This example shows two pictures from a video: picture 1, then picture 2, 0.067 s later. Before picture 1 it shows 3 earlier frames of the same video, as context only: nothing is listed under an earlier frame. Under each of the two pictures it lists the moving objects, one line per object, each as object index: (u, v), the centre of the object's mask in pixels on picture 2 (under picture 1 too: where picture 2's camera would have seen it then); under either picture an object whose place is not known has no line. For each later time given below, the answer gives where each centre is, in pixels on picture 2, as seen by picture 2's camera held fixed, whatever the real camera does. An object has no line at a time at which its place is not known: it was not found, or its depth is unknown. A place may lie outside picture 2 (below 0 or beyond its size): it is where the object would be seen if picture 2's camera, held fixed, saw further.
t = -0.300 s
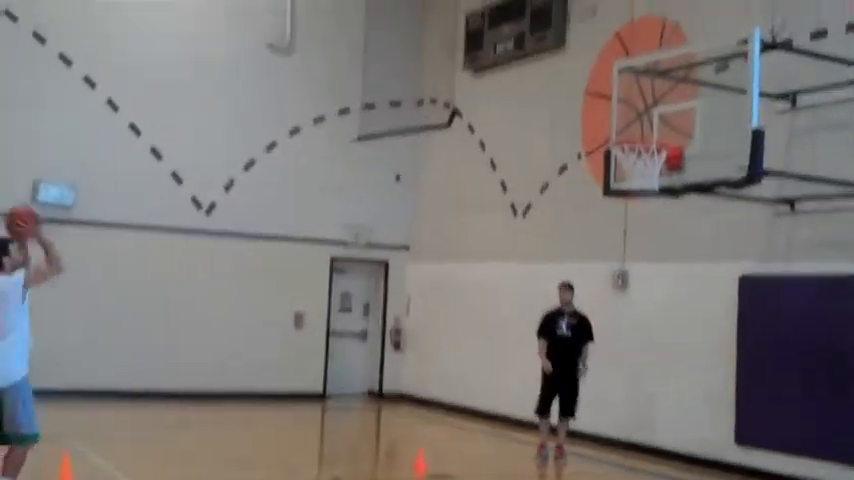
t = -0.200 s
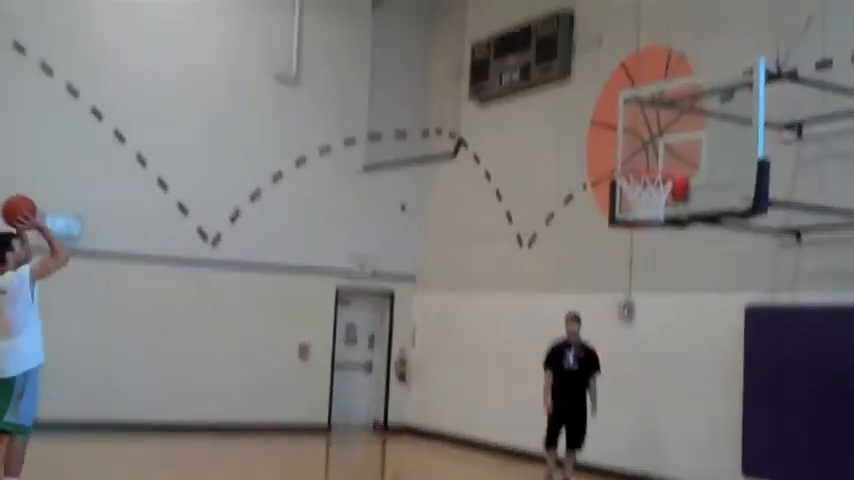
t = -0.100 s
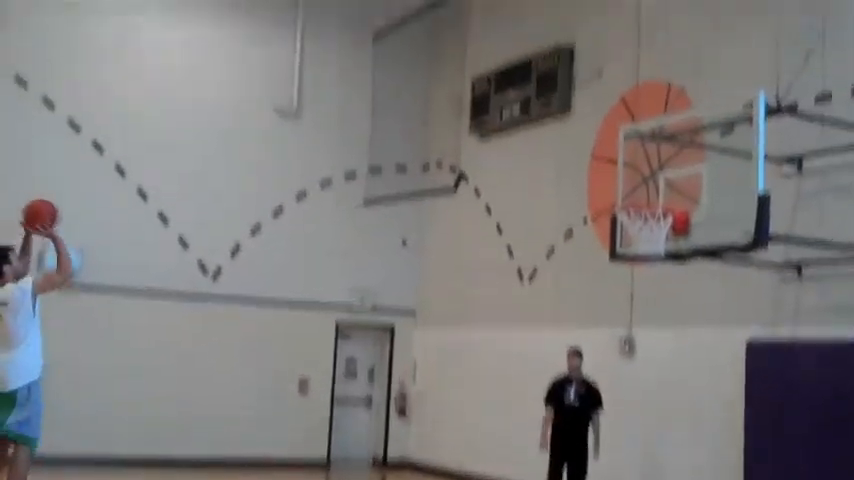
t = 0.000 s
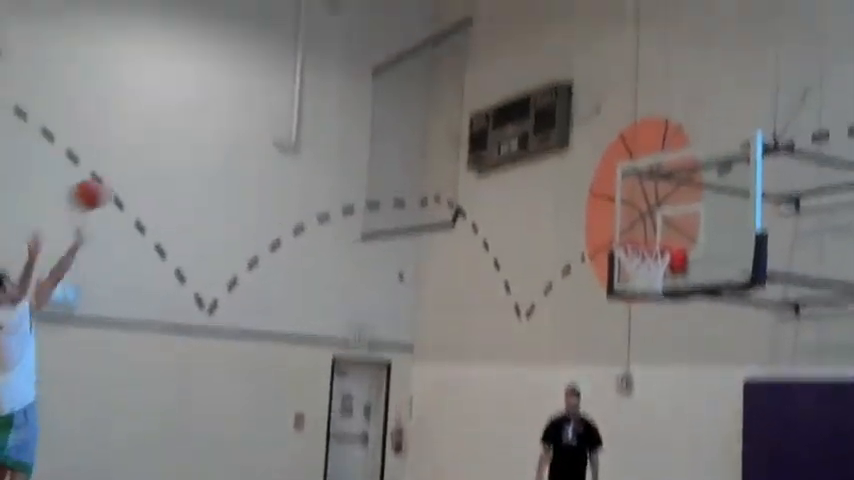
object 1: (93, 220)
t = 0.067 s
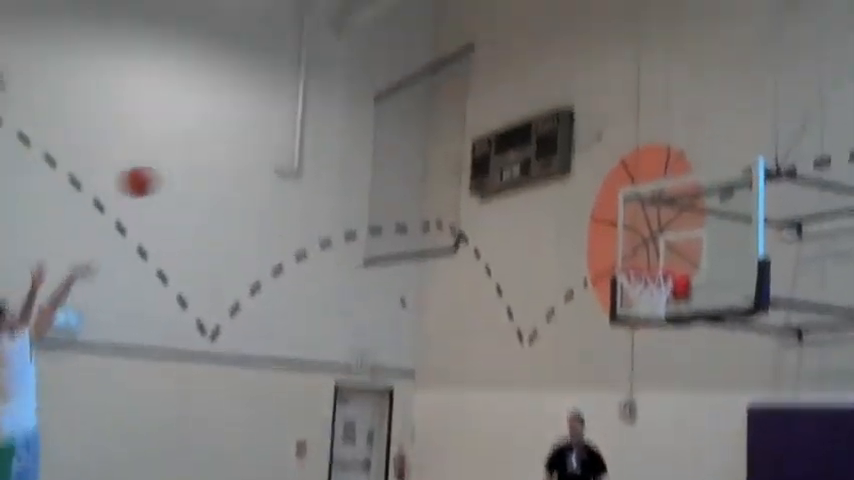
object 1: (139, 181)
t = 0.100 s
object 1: (160, 165)
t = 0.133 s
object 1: (182, 150)
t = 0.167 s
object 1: (205, 137)
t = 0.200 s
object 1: (226, 126)
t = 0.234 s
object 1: (247, 116)
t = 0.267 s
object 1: (266, 108)
